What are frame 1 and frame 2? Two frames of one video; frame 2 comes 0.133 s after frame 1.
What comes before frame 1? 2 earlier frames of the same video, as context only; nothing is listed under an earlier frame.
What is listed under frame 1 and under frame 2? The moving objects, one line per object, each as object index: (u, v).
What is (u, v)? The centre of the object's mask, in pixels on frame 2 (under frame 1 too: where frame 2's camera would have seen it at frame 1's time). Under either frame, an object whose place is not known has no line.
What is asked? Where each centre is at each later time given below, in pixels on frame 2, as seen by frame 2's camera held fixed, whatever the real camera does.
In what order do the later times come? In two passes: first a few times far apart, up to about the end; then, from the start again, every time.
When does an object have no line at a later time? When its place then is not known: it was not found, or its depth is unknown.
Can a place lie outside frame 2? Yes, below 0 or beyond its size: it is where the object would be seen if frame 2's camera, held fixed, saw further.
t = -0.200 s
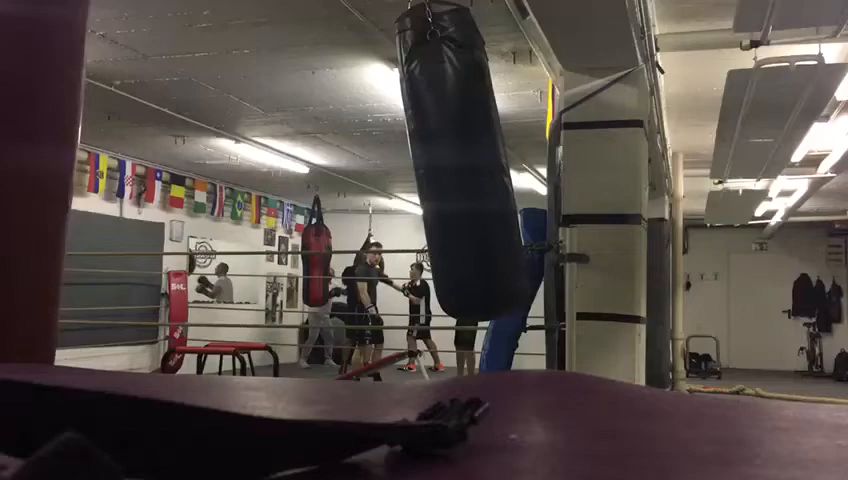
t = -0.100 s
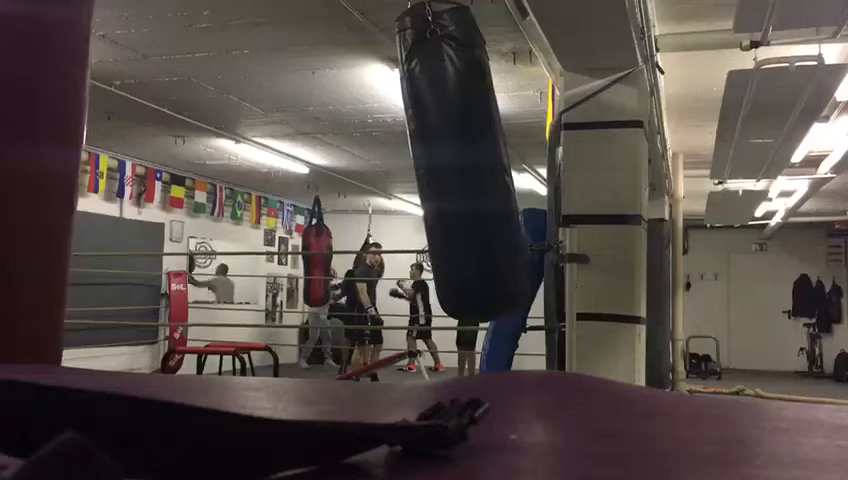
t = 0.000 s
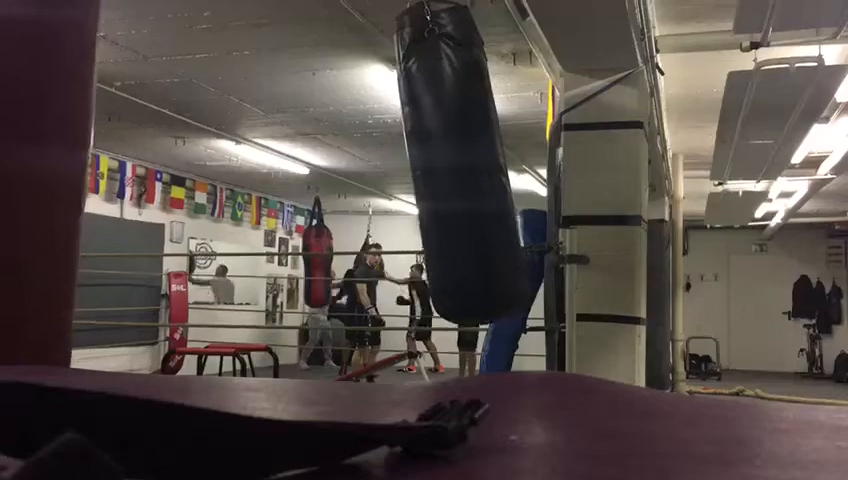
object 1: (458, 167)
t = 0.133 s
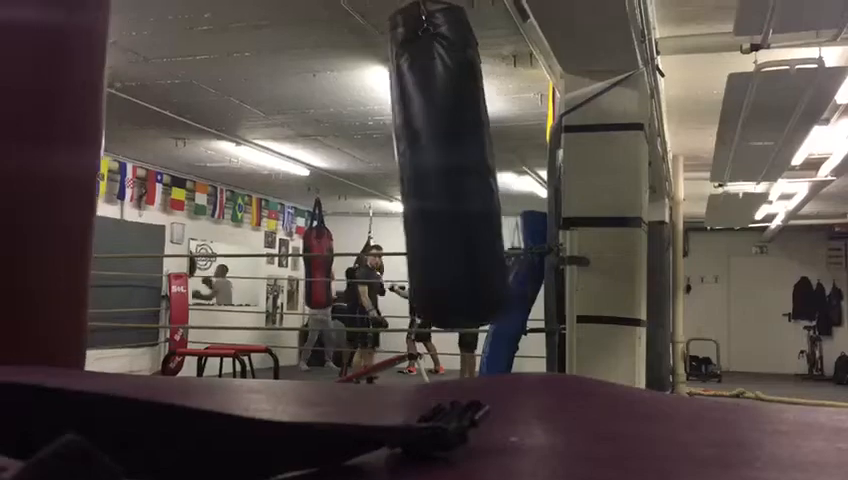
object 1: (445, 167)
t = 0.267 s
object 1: (427, 169)
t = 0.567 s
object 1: (376, 165)
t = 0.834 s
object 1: (351, 163)
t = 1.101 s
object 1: (357, 165)
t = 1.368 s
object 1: (392, 172)
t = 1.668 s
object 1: (437, 170)
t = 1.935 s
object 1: (460, 166)
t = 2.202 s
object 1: (453, 168)
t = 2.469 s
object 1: (415, 169)
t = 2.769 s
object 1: (367, 165)
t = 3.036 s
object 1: (349, 163)
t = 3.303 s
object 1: (365, 166)
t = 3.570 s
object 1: (402, 172)
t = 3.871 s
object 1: (445, 169)
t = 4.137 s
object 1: (460, 165)
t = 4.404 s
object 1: (445, 168)
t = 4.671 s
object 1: (404, 169)
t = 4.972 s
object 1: (361, 165)
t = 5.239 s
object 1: (351, 164)
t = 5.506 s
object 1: (373, 169)
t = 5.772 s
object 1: (413, 172)
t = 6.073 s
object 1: (450, 169)
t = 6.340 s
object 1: (458, 165)
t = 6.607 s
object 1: (436, 168)
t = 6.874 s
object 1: (393, 168)
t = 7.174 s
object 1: (357, 165)
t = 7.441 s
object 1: (356, 165)
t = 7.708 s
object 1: (383, 169)
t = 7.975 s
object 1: (422, 171)
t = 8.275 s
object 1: (454, 167)
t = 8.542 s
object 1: (455, 165)
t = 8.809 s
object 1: (426, 168)
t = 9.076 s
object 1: (384, 167)
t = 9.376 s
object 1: (355, 165)
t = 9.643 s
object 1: (362, 167)
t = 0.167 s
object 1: (441, 167)
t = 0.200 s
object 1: (437, 168)
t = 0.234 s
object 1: (432, 169)
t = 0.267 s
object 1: (427, 169)
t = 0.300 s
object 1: (422, 170)
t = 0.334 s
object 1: (416, 168)
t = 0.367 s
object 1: (410, 168)
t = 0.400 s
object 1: (404, 168)
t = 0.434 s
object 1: (398, 169)
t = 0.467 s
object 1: (392, 167)
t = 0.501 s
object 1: (387, 166)
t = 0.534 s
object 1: (383, 164)
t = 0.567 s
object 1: (376, 165)
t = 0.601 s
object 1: (371, 165)
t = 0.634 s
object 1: (367, 164)
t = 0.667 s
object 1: (363, 164)
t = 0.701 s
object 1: (360, 163)
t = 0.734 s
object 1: (356, 163)
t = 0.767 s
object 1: (354, 163)
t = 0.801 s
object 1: (352, 163)
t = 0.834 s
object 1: (351, 163)
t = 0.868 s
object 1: (350, 163)
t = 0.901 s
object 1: (349, 163)
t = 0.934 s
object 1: (350, 163)
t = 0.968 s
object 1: (350, 164)
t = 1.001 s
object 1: (351, 164)
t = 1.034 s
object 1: (353, 164)
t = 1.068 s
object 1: (355, 165)
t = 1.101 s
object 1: (357, 165)
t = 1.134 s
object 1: (360, 166)
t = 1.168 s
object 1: (364, 166)
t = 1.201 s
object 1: (368, 168)
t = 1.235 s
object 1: (372, 168)
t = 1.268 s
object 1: (377, 167)
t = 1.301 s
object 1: (382, 168)
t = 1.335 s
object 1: (386, 170)
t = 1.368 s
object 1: (392, 172)
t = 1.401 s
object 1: (396, 172)
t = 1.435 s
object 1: (402, 172)
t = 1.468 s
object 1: (407, 171)
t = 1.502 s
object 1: (413, 170)
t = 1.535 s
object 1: (418, 170)
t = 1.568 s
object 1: (423, 171)
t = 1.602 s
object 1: (428, 170)
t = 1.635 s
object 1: (433, 170)
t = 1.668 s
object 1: (437, 170)
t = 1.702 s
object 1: (441, 170)
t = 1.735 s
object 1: (445, 169)
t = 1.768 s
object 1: (449, 168)
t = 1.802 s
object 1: (451, 167)
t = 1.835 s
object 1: (455, 168)
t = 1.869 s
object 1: (457, 167)
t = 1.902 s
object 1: (458, 166)
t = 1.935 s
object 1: (460, 166)
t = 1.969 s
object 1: (461, 166)
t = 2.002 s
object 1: (461, 166)
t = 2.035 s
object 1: (461, 166)
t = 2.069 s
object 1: (460, 166)
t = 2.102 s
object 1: (459, 166)
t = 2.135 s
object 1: (458, 167)
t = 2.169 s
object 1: (455, 168)
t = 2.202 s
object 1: (453, 168)
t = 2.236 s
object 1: (449, 166)
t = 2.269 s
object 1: (446, 167)
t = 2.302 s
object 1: (441, 169)
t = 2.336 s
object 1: (437, 169)
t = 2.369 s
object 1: (432, 170)
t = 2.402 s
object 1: (426, 168)
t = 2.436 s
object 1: (421, 168)
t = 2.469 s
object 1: (415, 169)
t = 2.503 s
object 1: (409, 171)
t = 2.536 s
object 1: (403, 169)
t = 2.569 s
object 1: (398, 170)
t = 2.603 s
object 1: (392, 168)
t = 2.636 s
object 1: (387, 166)
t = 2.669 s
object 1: (381, 166)
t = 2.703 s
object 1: (376, 167)
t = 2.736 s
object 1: (371, 165)
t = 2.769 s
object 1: (367, 165)
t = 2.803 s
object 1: (363, 164)
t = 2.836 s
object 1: (359, 164)
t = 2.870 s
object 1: (356, 164)
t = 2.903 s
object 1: (354, 164)
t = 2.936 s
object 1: (351, 163)
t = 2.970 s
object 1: (350, 163)
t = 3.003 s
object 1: (349, 163)
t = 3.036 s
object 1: (349, 163)
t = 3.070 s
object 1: (349, 163)
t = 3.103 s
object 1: (350, 163)
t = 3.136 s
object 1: (351, 163)
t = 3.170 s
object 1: (353, 163)
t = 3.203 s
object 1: (355, 163)
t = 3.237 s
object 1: (358, 166)
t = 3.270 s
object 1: (361, 166)
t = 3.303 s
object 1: (365, 166)
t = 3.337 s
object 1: (368, 167)
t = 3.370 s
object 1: (373, 167)
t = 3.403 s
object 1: (377, 168)
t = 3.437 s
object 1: (382, 169)
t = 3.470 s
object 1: (387, 172)
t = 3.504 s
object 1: (391, 172)
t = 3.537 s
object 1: (396, 172)
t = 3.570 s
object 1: (402, 172)
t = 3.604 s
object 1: (407, 171)
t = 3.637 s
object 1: (413, 172)
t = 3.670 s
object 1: (418, 172)
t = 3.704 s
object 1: (423, 172)
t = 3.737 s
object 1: (428, 171)
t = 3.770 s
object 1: (433, 170)
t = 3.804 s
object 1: (437, 170)
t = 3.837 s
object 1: (441, 170)
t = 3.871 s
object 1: (445, 169)
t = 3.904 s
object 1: (448, 169)
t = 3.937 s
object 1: (451, 167)
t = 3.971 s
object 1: (453, 167)
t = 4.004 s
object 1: (456, 166)
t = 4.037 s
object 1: (458, 166)
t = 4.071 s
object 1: (459, 166)
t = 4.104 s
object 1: (460, 166)
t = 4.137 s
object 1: (460, 165)
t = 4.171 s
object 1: (460, 165)
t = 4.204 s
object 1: (460, 165)
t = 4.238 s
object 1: (458, 165)
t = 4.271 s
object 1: (457, 166)
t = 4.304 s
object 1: (455, 167)
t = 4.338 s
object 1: (451, 165)
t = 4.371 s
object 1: (449, 166)
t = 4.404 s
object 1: (445, 168)
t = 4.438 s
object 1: (441, 168)
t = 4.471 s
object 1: (437, 168)
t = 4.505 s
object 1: (432, 169)
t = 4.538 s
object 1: (427, 169)
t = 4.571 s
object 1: (421, 169)
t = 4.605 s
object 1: (416, 169)
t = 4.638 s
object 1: (410, 169)
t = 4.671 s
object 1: (404, 169)
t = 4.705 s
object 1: (398, 169)
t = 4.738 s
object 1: (393, 169)
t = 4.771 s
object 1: (387, 168)
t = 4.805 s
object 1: (383, 166)
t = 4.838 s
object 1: (376, 167)
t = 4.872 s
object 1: (372, 166)
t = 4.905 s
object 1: (368, 166)
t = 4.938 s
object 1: (364, 165)
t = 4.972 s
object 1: (361, 165)
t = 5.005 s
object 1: (358, 163)
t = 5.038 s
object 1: (355, 163)
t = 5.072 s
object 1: (353, 163)
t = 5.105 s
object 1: (352, 164)
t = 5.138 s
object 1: (351, 163)
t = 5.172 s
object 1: (351, 163)
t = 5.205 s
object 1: (350, 164)
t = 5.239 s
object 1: (351, 164)
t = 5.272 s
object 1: (352, 164)
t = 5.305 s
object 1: (354, 165)
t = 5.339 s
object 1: (356, 166)
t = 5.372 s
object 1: (359, 166)
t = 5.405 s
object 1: (362, 166)
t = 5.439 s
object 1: (365, 167)
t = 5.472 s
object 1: (368, 169)
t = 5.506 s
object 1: (373, 169)
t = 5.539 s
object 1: (378, 168)
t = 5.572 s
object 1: (382, 169)
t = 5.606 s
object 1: (387, 170)
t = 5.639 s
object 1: (392, 169)
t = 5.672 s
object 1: (397, 171)
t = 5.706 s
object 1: (402, 170)
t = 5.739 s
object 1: (407, 171)
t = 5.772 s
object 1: (413, 172)
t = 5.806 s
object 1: (418, 172)
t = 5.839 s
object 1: (423, 172)
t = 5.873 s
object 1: (428, 172)
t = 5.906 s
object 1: (431, 170)
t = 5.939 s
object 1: (436, 171)
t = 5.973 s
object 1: (440, 171)
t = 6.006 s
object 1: (444, 170)
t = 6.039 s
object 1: (447, 169)
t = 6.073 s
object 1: (450, 169)
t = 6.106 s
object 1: (452, 166)
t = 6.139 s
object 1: (455, 166)
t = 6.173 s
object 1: (457, 166)
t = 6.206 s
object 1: (458, 165)
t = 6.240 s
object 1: (459, 165)
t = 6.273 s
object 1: (459, 165)
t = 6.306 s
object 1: (459, 164)
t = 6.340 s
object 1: (458, 165)
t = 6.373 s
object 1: (457, 165)
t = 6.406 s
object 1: (456, 166)
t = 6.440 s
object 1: (454, 167)
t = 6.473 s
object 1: (452, 168)
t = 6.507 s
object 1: (448, 167)
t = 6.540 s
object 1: (445, 168)
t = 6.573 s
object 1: (441, 169)
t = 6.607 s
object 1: (436, 168)
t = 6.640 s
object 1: (432, 170)
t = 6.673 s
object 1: (428, 171)
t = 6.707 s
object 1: (421, 169)
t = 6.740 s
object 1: (416, 168)
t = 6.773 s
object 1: (410, 168)
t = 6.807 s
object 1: (405, 167)
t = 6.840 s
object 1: (399, 169)
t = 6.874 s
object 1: (393, 168)
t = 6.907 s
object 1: (388, 168)
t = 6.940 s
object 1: (383, 167)
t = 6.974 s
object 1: (379, 165)
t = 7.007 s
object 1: (373, 166)
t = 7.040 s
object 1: (369, 166)
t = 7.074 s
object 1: (365, 166)
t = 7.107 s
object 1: (362, 165)
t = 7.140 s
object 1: (359, 165)
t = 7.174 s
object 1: (357, 165)
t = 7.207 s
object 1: (355, 165)
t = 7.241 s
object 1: (353, 165)
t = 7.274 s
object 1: (352, 165)
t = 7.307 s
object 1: (352, 164)
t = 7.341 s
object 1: (352, 165)
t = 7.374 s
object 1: (353, 165)
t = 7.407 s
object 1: (354, 165)
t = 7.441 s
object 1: (356, 165)
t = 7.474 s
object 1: (357, 166)
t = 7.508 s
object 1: (360, 166)
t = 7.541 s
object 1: (363, 166)
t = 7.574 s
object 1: (367, 167)
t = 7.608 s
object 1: (369, 169)
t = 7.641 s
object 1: (376, 166)
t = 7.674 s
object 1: (379, 168)
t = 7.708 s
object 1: (383, 169)
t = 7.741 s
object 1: (387, 170)
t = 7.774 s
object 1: (392, 171)
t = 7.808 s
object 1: (397, 170)
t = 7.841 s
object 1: (402, 171)
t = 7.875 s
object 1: (407, 171)
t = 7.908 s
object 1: (412, 172)
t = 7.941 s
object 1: (417, 172)
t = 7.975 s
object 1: (422, 171)
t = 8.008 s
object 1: (427, 172)
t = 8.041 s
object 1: (431, 172)
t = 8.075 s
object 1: (435, 171)
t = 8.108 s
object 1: (439, 170)
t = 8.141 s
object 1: (443, 169)
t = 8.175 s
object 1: (447, 169)
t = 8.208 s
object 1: (449, 169)
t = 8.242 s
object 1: (452, 170)
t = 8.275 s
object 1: (454, 167)
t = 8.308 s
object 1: (456, 166)
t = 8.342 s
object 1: (458, 166)
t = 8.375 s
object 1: (458, 165)
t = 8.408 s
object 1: (458, 165)
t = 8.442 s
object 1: (458, 165)
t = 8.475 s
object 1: (458, 165)
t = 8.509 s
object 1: (457, 165)
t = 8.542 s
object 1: (455, 165)
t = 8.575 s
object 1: (453, 166)
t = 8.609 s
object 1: (451, 167)
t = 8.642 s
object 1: (447, 167)
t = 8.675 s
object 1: (444, 167)
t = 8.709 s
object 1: (440, 168)
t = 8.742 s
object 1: (436, 169)
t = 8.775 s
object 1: (431, 169)
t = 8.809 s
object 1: (426, 168)
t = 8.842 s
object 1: (421, 168)
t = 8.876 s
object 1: (416, 168)
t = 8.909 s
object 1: (410, 169)
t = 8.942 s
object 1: (405, 168)
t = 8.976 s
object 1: (400, 167)
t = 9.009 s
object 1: (394, 167)
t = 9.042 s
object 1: (388, 169)
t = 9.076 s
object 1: (384, 167)
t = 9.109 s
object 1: (378, 168)
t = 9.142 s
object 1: (374, 167)
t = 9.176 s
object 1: (370, 166)
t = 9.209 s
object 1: (366, 166)
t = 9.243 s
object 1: (363, 166)
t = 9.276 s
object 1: (360, 166)
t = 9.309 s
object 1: (358, 165)
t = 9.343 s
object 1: (357, 165)
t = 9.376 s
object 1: (355, 165)
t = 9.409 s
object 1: (354, 165)
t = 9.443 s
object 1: (354, 165)
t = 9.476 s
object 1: (354, 165)
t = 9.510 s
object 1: (355, 165)
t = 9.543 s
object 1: (356, 165)
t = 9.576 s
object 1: (358, 166)
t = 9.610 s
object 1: (359, 166)
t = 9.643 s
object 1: (362, 167)
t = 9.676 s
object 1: (365, 167)
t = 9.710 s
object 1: (368, 168)
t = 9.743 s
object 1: (370, 170)
